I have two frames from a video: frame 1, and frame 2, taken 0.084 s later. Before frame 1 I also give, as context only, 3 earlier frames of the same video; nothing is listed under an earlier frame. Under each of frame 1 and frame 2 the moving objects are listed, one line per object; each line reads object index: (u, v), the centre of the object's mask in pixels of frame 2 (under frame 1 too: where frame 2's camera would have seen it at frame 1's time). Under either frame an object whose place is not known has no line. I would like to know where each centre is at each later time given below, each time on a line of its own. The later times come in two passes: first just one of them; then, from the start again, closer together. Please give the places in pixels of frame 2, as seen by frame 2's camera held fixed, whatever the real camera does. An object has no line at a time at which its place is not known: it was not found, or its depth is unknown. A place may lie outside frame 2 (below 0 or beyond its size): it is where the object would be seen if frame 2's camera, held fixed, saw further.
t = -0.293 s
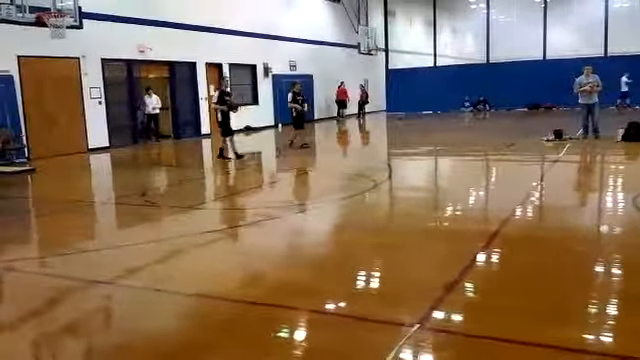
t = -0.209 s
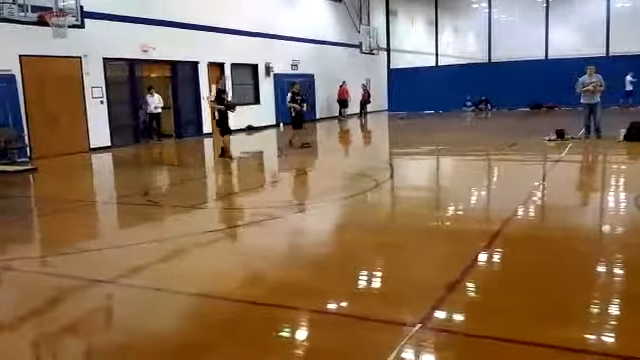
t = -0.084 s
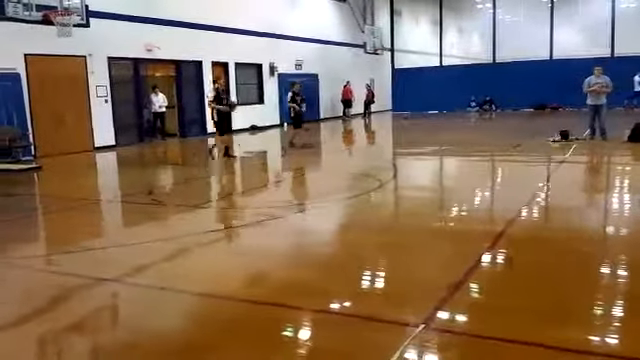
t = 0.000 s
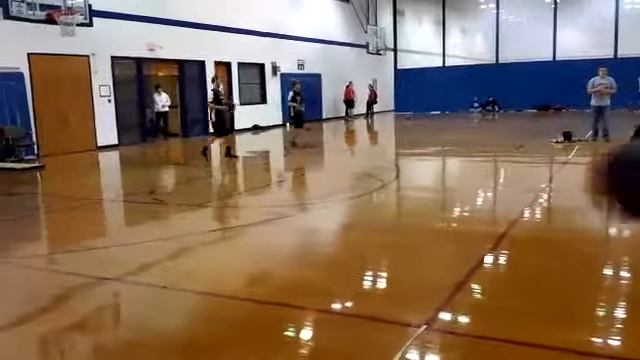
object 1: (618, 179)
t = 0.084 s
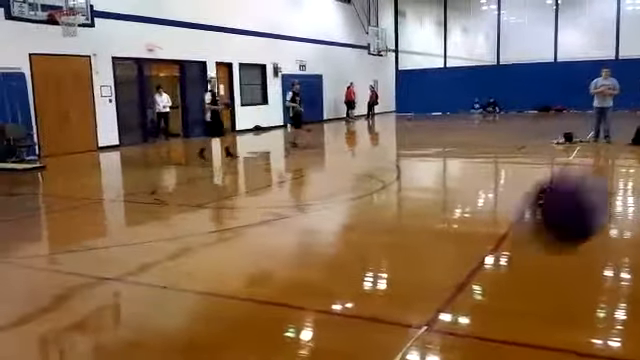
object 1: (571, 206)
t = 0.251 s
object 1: (457, 316)
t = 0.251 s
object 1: (457, 316)
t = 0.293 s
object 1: (439, 338)
